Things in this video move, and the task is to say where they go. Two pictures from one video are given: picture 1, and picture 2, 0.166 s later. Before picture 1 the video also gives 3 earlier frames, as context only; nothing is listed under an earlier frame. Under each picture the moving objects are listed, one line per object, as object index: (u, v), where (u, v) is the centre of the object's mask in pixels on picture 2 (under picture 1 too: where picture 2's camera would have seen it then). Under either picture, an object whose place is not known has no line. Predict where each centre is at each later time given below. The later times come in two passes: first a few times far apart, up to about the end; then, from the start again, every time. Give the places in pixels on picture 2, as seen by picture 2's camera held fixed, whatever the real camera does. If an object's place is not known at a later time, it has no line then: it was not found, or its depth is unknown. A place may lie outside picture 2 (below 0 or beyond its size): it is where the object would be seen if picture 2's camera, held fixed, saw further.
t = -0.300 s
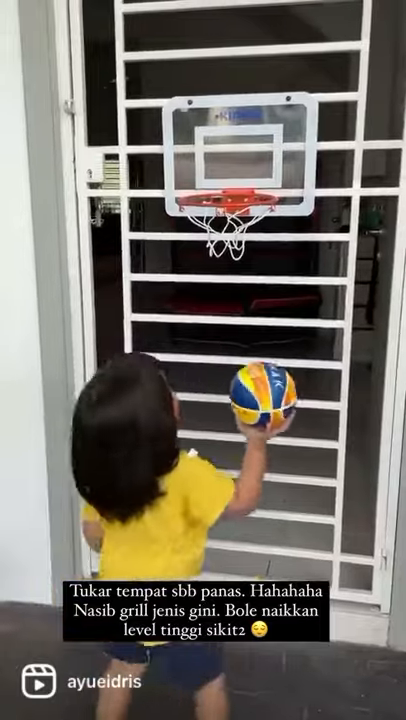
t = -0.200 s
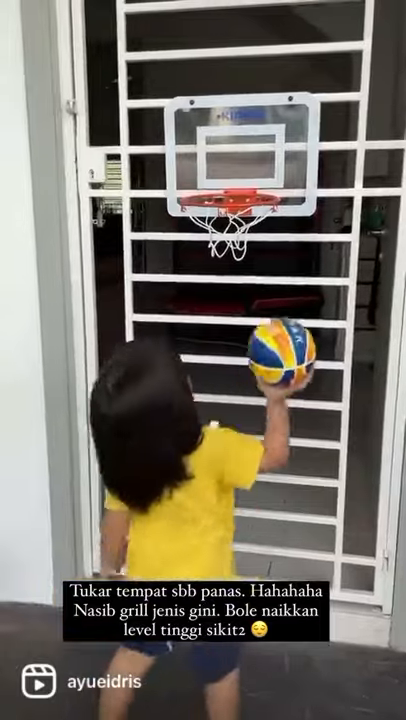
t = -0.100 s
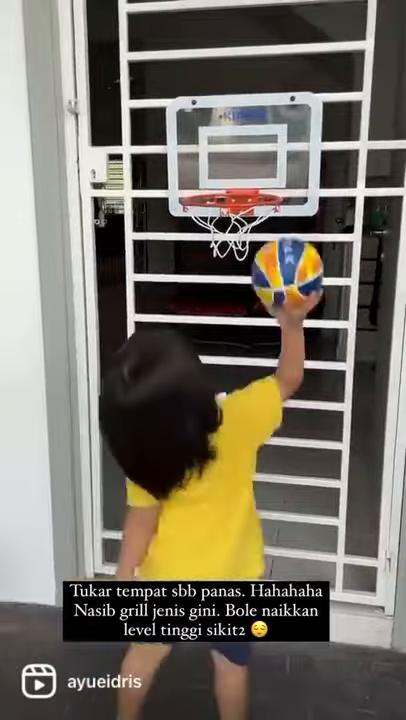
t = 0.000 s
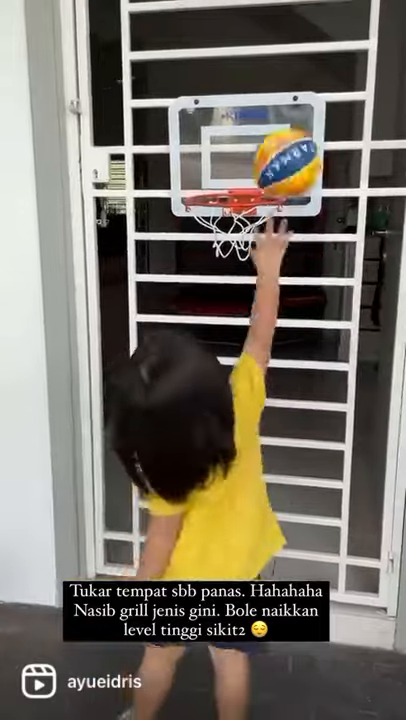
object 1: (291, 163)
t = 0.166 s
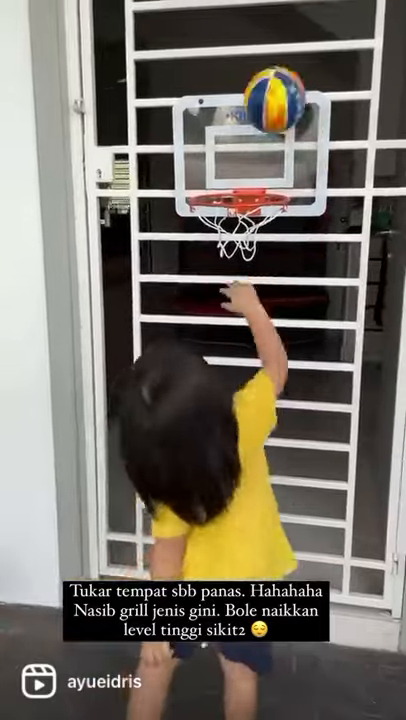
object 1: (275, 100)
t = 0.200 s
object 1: (271, 106)
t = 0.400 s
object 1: (243, 178)
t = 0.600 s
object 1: (231, 234)
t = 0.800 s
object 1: (228, 399)
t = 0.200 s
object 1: (271, 106)
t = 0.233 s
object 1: (268, 117)
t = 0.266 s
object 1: (263, 130)
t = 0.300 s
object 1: (260, 150)
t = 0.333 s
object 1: (255, 170)
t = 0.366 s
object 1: (249, 173)
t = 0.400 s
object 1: (243, 178)
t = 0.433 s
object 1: (238, 187)
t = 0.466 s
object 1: (237, 189)
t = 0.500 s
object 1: (236, 192)
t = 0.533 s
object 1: (234, 203)
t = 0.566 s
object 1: (233, 218)
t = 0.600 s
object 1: (231, 234)
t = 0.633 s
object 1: (232, 251)
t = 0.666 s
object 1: (231, 274)
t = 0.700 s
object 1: (230, 300)
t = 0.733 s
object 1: (228, 329)
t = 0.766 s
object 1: (229, 363)
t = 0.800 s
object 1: (228, 399)
